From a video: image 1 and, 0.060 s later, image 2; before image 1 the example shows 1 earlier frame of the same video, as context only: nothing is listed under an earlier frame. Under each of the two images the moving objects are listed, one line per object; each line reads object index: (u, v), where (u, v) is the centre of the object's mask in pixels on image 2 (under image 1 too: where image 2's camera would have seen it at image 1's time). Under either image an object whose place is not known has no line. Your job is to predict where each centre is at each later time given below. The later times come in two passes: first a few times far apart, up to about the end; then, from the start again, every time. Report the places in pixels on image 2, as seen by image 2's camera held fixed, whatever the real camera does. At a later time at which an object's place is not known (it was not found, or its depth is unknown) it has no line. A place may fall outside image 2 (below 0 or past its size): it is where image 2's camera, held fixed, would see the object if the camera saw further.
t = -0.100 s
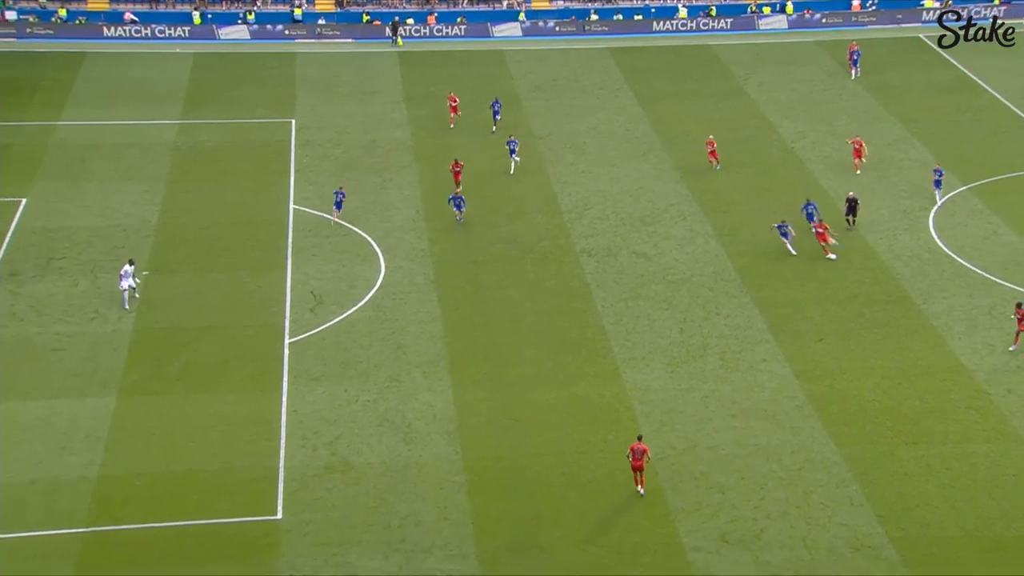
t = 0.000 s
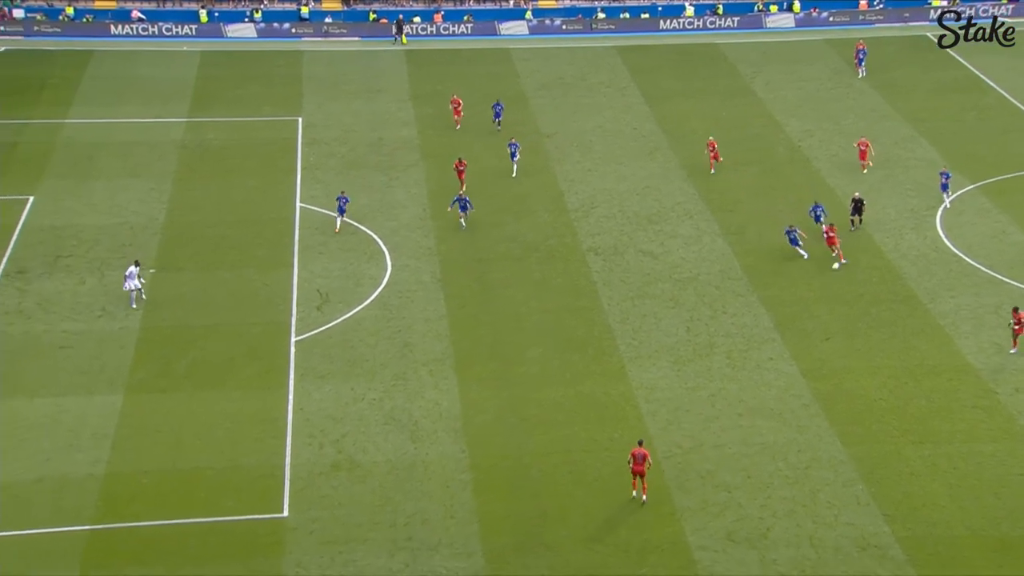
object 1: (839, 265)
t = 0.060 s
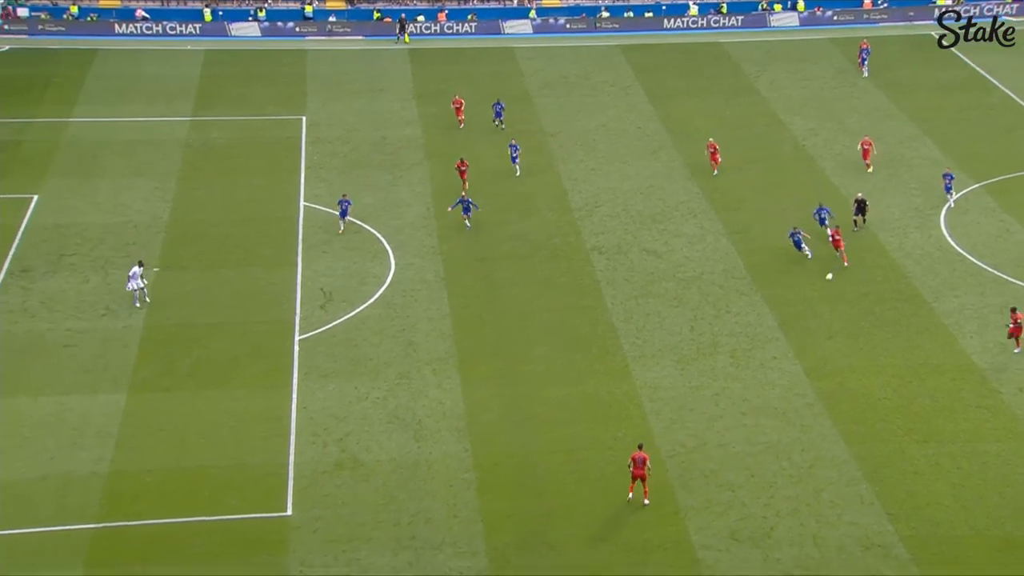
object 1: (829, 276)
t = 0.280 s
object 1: (789, 319)
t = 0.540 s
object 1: (739, 364)
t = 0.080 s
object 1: (826, 280)
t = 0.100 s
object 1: (822, 284)
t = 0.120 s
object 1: (818, 288)
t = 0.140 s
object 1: (815, 292)
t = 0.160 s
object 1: (811, 296)
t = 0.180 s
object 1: (807, 301)
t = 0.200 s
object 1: (803, 304)
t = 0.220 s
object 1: (800, 308)
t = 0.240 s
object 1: (796, 312)
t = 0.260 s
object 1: (792, 315)
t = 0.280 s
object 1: (789, 319)
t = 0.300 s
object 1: (785, 322)
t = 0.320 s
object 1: (781, 326)
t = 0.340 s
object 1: (777, 330)
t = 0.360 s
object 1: (773, 334)
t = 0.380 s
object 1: (770, 337)
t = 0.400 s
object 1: (766, 340)
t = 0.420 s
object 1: (762, 344)
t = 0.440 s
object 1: (758, 347)
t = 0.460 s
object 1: (755, 350)
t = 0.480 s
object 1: (751, 354)
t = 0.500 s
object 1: (747, 358)
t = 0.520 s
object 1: (743, 361)
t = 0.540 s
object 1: (739, 364)
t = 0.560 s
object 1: (736, 367)
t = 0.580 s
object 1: (732, 371)
